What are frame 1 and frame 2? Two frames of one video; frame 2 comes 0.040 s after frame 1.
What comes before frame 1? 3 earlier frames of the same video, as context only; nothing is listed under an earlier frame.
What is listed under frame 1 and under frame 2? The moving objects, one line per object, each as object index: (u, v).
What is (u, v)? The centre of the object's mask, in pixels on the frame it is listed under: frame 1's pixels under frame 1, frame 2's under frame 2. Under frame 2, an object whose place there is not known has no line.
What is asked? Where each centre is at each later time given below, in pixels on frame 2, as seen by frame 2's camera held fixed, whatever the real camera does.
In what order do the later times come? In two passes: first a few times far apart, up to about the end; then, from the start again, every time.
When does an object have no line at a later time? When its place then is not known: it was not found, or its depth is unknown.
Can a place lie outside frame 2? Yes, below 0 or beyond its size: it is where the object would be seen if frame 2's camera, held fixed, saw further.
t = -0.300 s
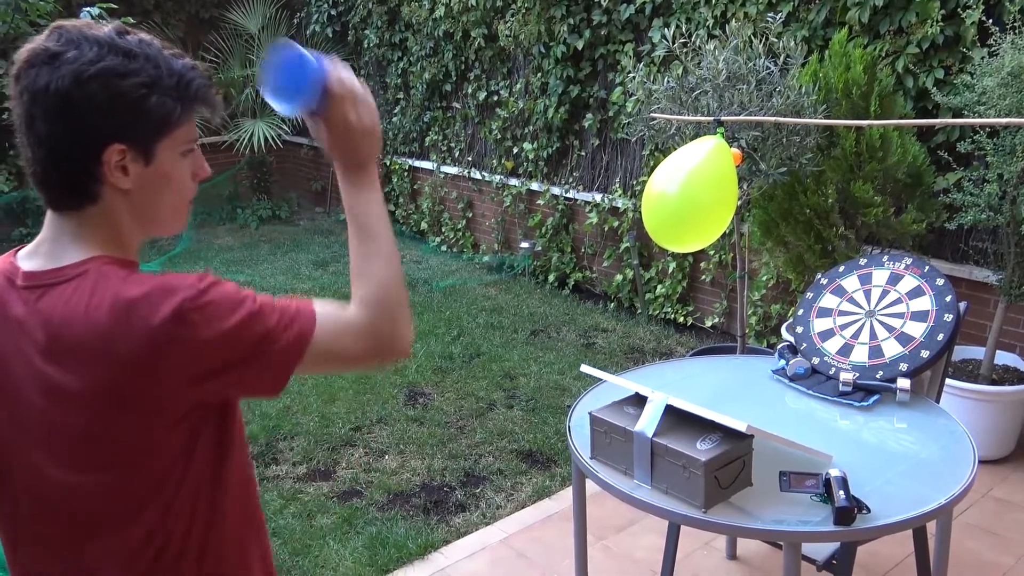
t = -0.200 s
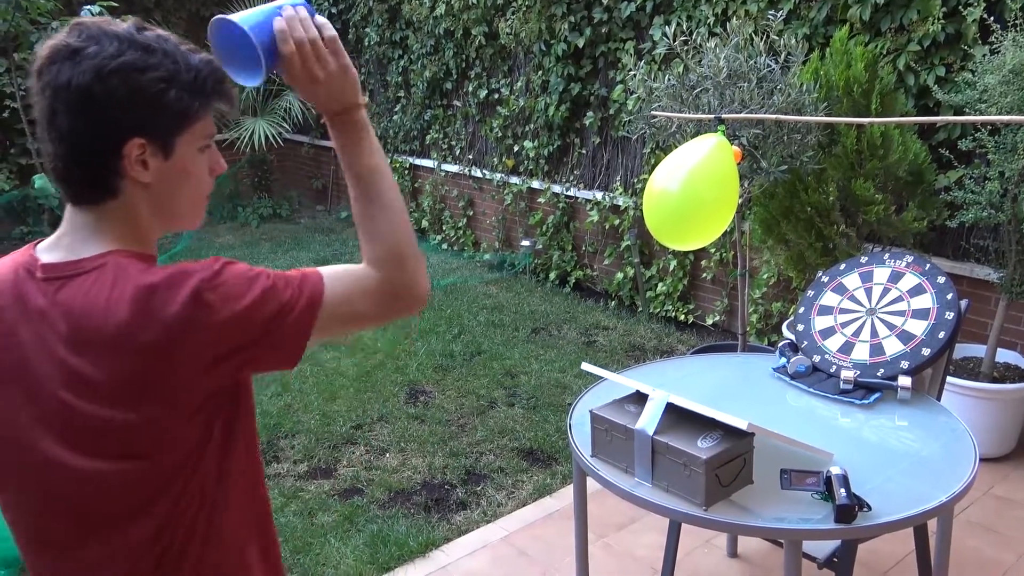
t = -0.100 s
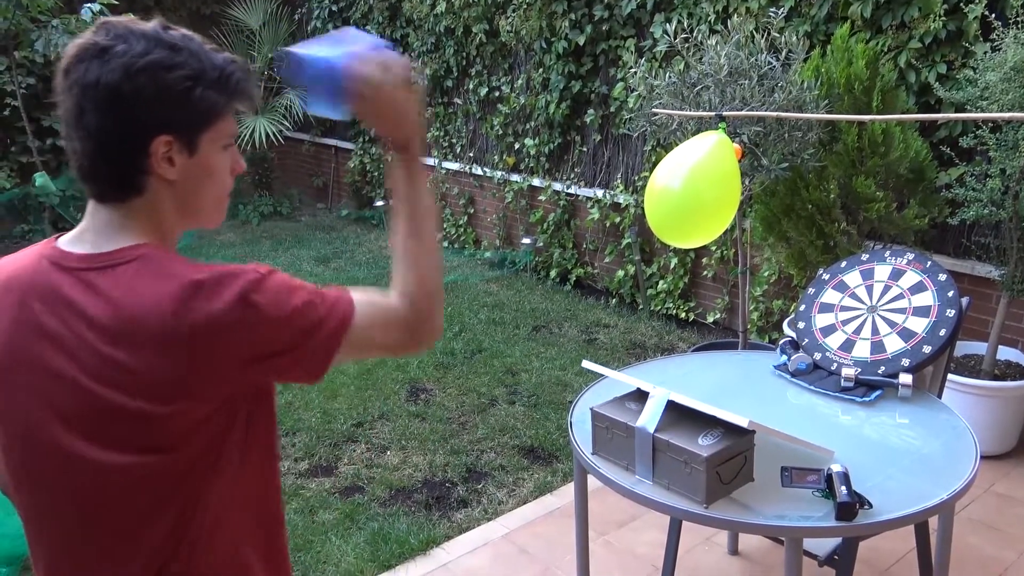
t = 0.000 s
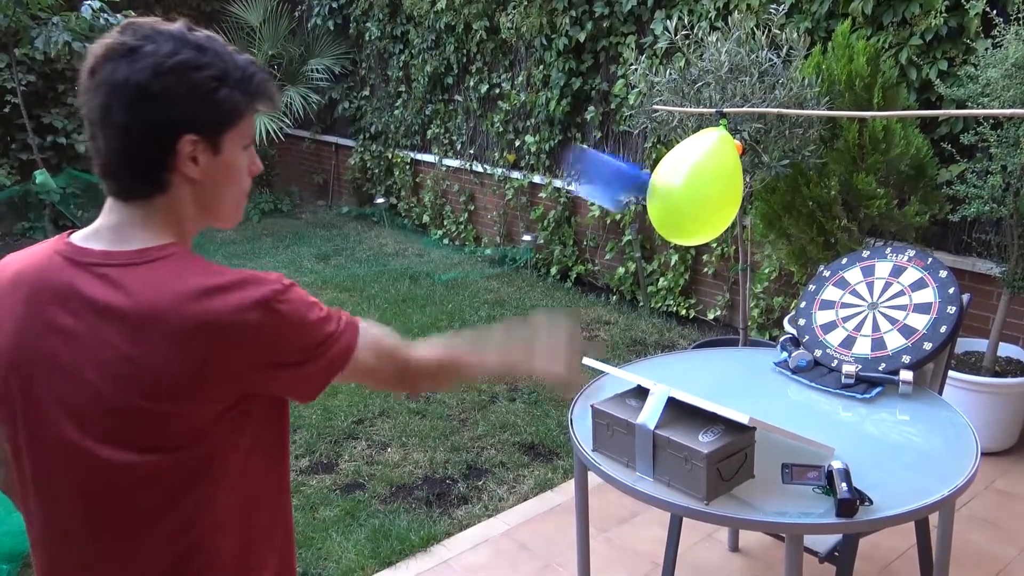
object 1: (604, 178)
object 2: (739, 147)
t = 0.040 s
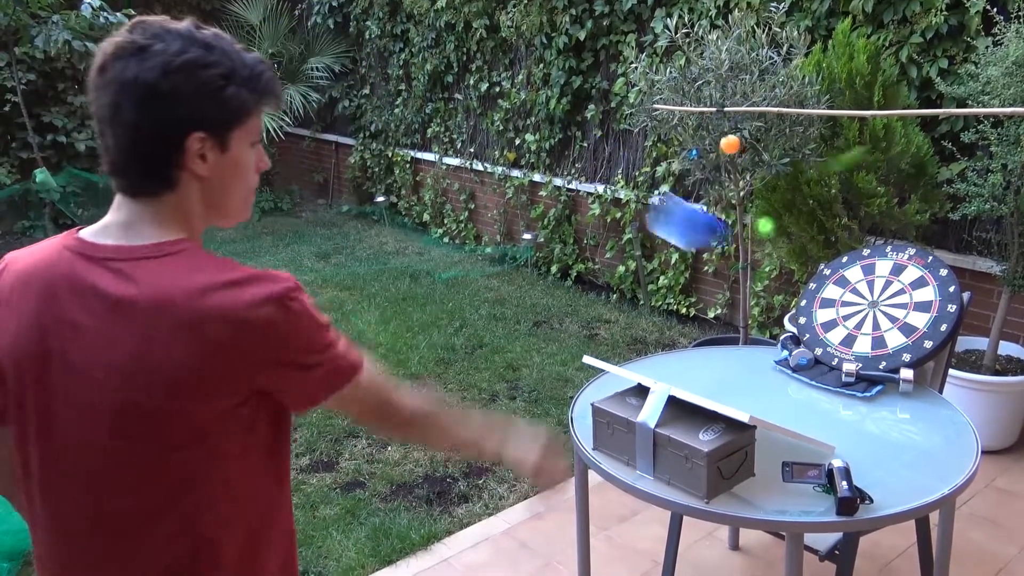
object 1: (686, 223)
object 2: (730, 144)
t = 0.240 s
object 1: (826, 335)
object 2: (702, 229)
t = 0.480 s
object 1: (826, 335)
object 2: (731, 306)
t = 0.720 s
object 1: (826, 334)
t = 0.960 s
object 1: (826, 335)
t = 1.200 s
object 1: (825, 336)
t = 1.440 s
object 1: (826, 335)
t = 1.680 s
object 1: (826, 335)
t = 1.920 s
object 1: (826, 335)
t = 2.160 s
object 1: (825, 336)
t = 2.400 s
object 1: (826, 335)
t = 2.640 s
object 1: (826, 336)
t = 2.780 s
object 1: (826, 336)
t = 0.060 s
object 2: (728, 145)
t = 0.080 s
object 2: (725, 146)
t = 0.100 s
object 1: (768, 282)
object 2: (722, 151)
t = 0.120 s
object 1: (788, 299)
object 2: (720, 156)
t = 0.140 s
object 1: (811, 318)
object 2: (717, 164)
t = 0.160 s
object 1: (828, 334)
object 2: (714, 173)
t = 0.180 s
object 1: (827, 334)
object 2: (711, 185)
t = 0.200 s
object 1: (826, 334)
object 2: (709, 197)
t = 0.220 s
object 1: (826, 335)
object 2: (705, 213)
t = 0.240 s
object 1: (826, 335)
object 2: (702, 229)
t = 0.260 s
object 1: (827, 335)
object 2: (699, 248)
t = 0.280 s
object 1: (826, 334)
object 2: (696, 267)
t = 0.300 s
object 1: (826, 335)
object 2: (693, 288)
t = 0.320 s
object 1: (826, 335)
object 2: (689, 311)
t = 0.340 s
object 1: (826, 335)
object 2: (687, 333)
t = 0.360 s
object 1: (826, 335)
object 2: (683, 358)
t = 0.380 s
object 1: (826, 334)
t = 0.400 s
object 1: (826, 335)
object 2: (694, 356)
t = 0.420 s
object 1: (826, 334)
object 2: (704, 340)
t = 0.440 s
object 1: (826, 334)
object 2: (713, 329)
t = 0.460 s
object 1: (826, 334)
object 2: (723, 316)
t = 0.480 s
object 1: (826, 335)
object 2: (731, 306)
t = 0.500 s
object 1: (826, 334)
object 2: (740, 297)
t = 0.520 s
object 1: (826, 334)
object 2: (748, 290)
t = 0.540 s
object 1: (826, 334)
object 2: (757, 285)
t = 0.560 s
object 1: (826, 334)
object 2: (765, 282)
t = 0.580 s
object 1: (826, 334)
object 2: (773, 280)
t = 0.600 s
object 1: (826, 334)
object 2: (780, 279)
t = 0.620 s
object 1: (826, 334)
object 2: (787, 281)
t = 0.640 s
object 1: (826, 334)
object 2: (794, 284)
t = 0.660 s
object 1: (826, 334)
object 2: (800, 287)
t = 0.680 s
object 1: (826, 334)
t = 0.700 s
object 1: (826, 334)
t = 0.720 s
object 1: (826, 334)
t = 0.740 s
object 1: (826, 334)
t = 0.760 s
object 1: (827, 333)
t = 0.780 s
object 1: (825, 334)
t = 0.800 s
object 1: (823, 336)
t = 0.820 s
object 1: (824, 337)
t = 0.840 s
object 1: (825, 335)
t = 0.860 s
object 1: (826, 334)
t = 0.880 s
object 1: (826, 334)
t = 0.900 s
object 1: (825, 335)
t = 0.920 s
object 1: (826, 335)
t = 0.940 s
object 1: (826, 334)
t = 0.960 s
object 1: (826, 335)
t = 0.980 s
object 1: (826, 336)
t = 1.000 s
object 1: (826, 336)
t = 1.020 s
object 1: (826, 335)
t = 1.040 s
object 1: (826, 335)
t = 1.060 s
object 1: (826, 336)
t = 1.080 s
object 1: (826, 335)
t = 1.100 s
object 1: (826, 335)
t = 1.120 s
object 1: (826, 335)
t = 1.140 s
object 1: (826, 335)
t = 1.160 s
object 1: (825, 335)
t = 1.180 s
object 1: (825, 335)
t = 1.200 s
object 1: (825, 336)
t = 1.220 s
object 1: (825, 335)
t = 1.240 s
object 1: (825, 336)
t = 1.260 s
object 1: (826, 335)
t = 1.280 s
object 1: (826, 335)
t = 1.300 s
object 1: (826, 336)
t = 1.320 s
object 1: (826, 335)
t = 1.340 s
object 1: (826, 335)
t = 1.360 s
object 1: (826, 335)
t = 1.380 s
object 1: (826, 335)
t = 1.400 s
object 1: (826, 335)
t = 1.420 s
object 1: (826, 335)
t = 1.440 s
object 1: (826, 335)
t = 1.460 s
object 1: (826, 335)
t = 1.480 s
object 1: (826, 335)
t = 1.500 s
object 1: (826, 336)
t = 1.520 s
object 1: (826, 335)
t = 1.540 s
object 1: (826, 336)
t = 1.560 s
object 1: (826, 336)
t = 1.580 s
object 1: (826, 335)
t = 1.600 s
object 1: (826, 335)
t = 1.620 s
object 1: (826, 336)
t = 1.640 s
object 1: (826, 335)
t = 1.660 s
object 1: (826, 336)
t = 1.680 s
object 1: (826, 335)
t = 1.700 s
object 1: (826, 336)
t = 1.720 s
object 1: (826, 335)
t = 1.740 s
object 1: (826, 336)
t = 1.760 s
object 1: (826, 335)
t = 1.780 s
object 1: (826, 335)
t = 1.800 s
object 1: (826, 335)
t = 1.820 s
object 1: (826, 335)
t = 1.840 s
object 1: (826, 336)
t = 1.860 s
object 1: (826, 335)
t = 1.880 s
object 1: (826, 336)
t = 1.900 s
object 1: (826, 336)
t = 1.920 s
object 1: (826, 335)
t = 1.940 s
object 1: (826, 335)
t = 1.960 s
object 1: (826, 335)
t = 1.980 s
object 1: (826, 335)
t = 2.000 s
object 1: (826, 335)
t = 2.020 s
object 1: (826, 335)
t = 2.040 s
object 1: (826, 336)
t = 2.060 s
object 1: (826, 335)
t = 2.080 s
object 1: (826, 335)
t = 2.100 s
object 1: (826, 335)
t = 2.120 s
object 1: (826, 335)
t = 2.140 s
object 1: (826, 336)
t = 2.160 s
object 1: (825, 336)
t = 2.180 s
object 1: (826, 336)
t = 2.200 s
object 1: (825, 336)
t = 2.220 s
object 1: (825, 336)
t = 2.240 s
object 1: (826, 336)
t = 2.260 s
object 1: (825, 336)
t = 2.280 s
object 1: (826, 335)
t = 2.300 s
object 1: (826, 336)
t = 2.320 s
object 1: (826, 335)
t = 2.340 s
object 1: (826, 335)
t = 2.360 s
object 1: (826, 335)
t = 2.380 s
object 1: (826, 335)
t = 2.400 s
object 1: (826, 335)
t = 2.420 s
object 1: (826, 336)
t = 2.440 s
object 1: (826, 336)
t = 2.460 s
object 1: (826, 336)
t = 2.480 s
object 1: (826, 336)
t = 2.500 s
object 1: (826, 335)
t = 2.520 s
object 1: (826, 336)
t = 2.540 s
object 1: (826, 336)
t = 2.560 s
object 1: (826, 336)
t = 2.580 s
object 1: (826, 336)
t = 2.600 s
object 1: (826, 336)
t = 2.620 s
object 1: (826, 336)
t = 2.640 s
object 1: (826, 336)
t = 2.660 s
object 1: (826, 336)
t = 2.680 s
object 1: (826, 336)
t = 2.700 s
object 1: (826, 336)
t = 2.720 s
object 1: (826, 336)
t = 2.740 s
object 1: (826, 336)
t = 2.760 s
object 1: (826, 336)
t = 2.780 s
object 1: (826, 336)
